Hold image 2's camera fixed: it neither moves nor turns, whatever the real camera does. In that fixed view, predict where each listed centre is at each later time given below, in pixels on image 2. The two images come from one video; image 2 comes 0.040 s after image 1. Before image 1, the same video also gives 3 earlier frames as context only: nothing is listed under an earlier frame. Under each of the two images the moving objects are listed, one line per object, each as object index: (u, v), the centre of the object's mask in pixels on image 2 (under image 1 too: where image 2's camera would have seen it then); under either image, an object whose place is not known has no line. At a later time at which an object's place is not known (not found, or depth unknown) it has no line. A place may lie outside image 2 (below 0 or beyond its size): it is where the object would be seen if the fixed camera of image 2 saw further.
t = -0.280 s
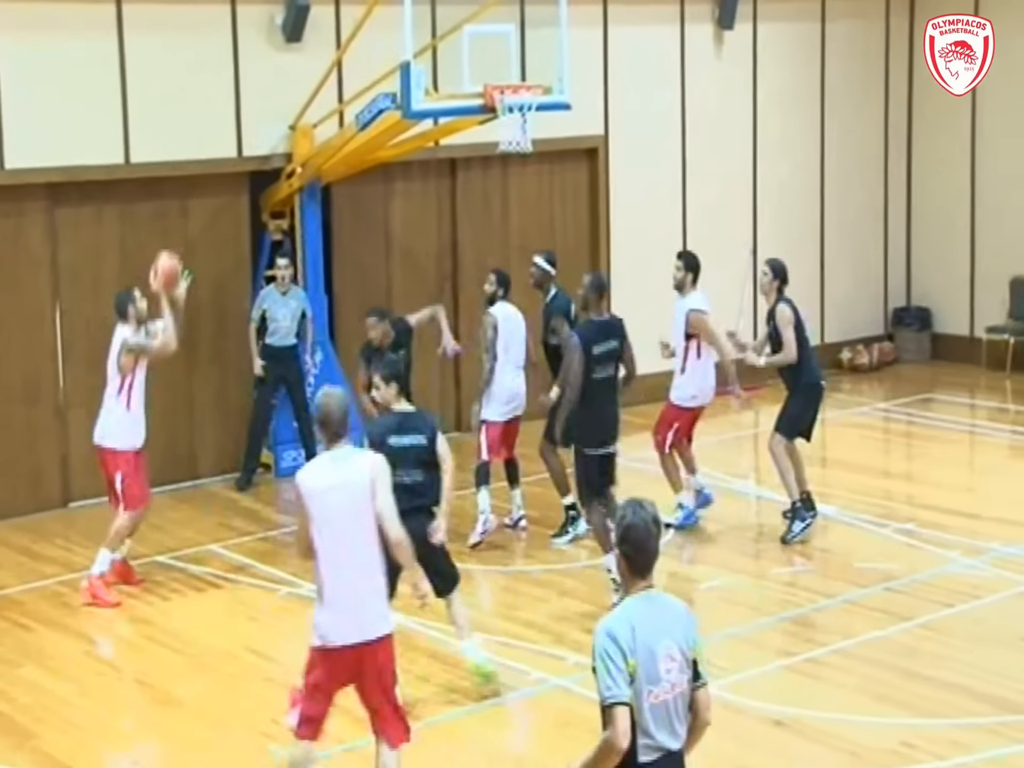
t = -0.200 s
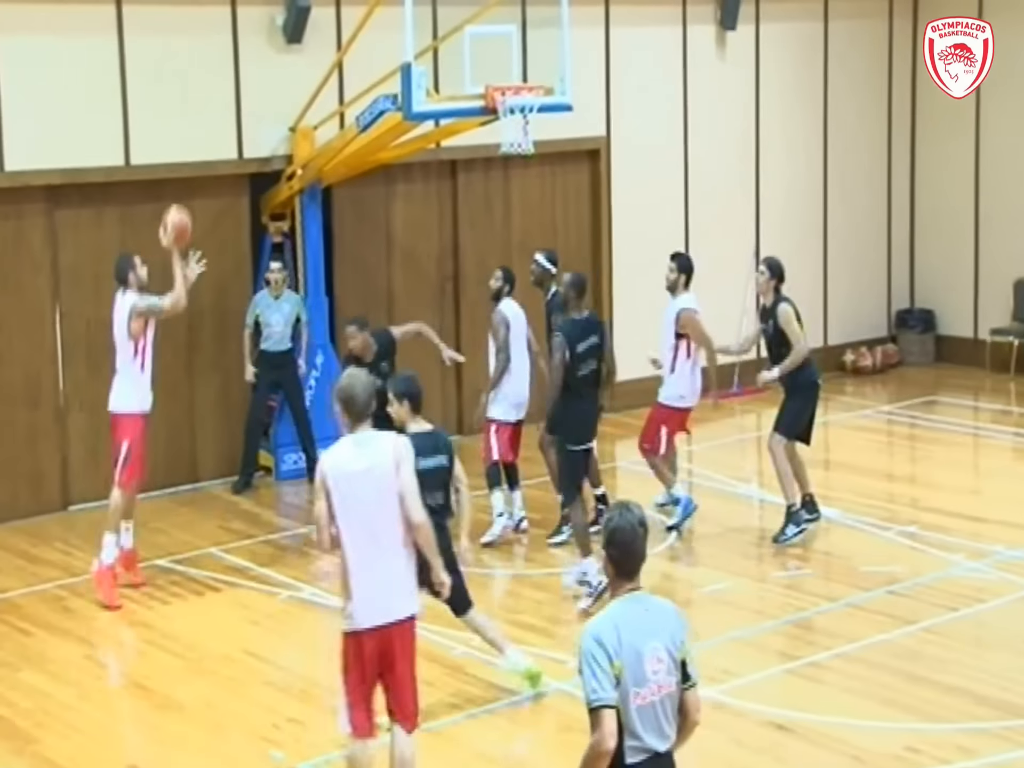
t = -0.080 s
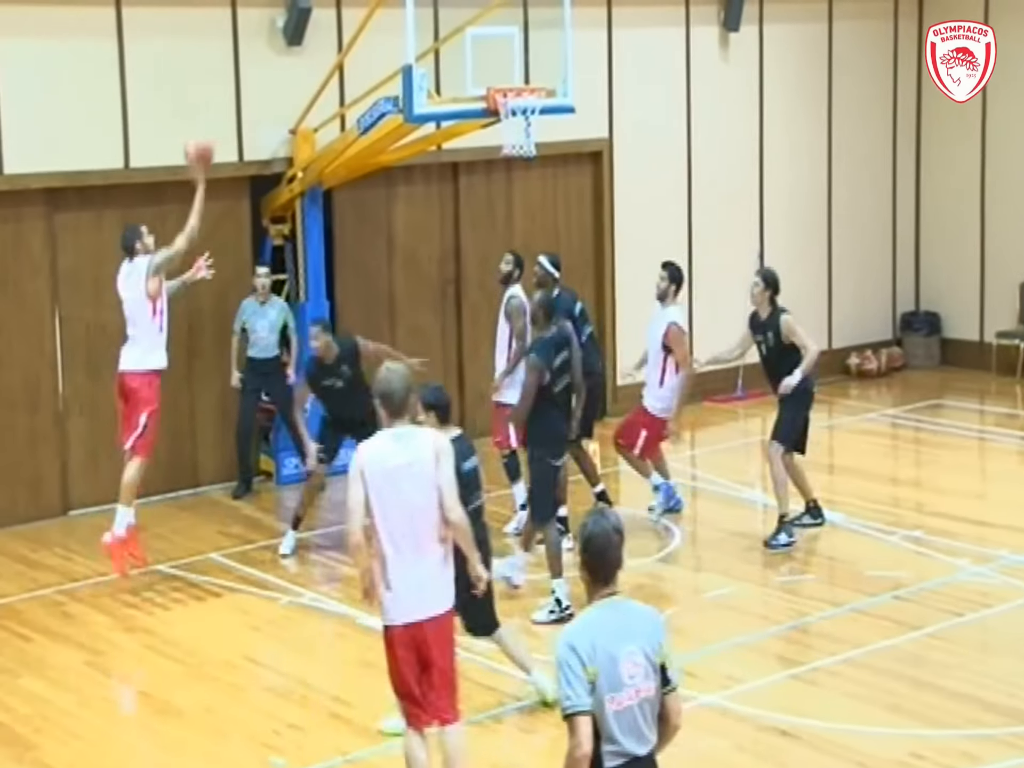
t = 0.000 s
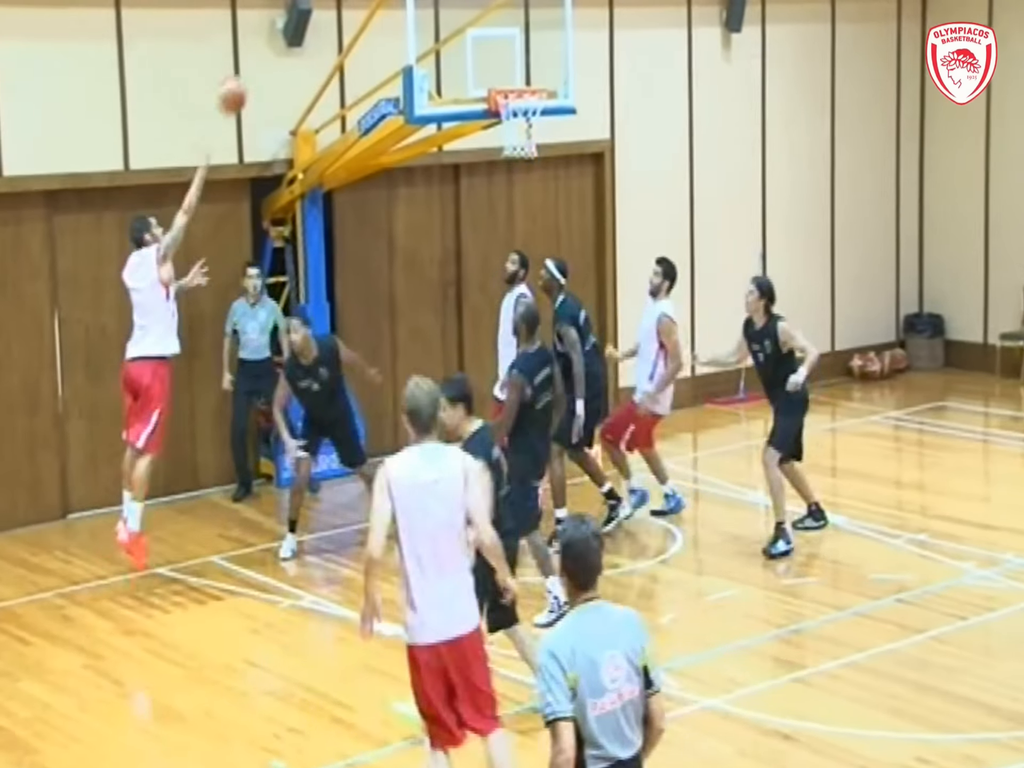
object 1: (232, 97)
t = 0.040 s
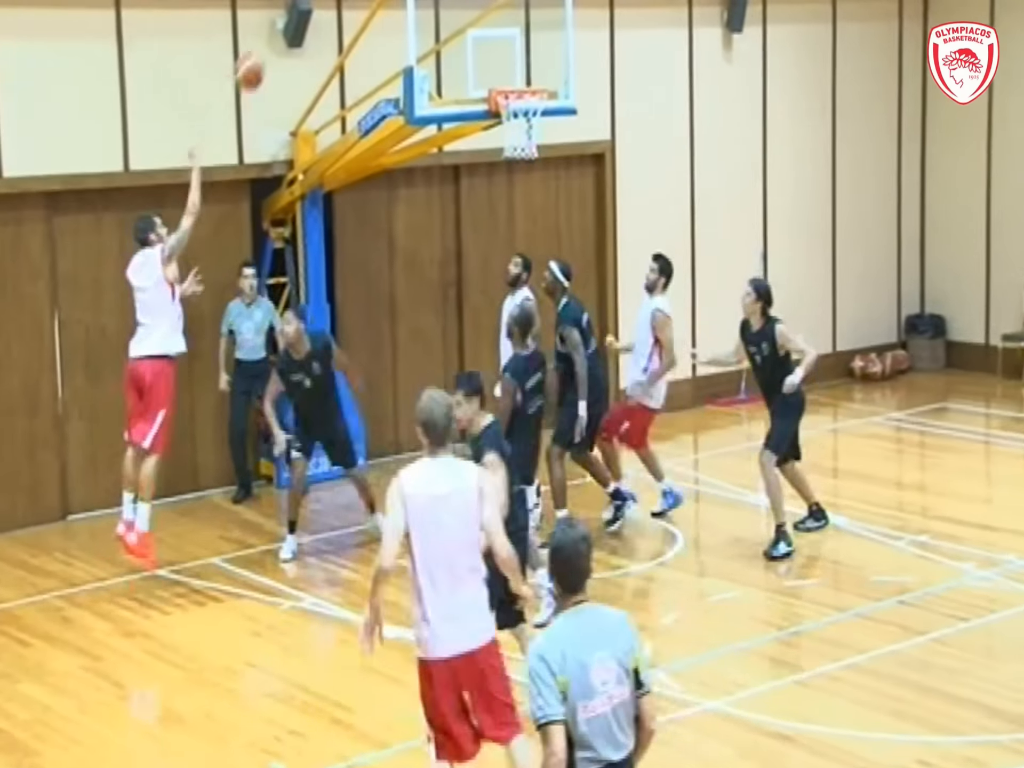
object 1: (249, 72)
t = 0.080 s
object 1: (268, 49)
